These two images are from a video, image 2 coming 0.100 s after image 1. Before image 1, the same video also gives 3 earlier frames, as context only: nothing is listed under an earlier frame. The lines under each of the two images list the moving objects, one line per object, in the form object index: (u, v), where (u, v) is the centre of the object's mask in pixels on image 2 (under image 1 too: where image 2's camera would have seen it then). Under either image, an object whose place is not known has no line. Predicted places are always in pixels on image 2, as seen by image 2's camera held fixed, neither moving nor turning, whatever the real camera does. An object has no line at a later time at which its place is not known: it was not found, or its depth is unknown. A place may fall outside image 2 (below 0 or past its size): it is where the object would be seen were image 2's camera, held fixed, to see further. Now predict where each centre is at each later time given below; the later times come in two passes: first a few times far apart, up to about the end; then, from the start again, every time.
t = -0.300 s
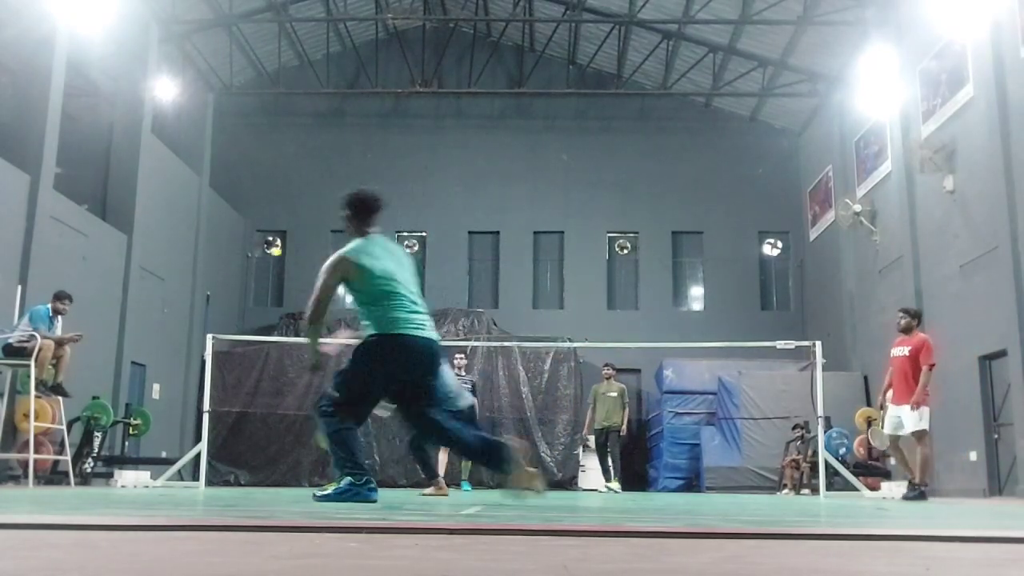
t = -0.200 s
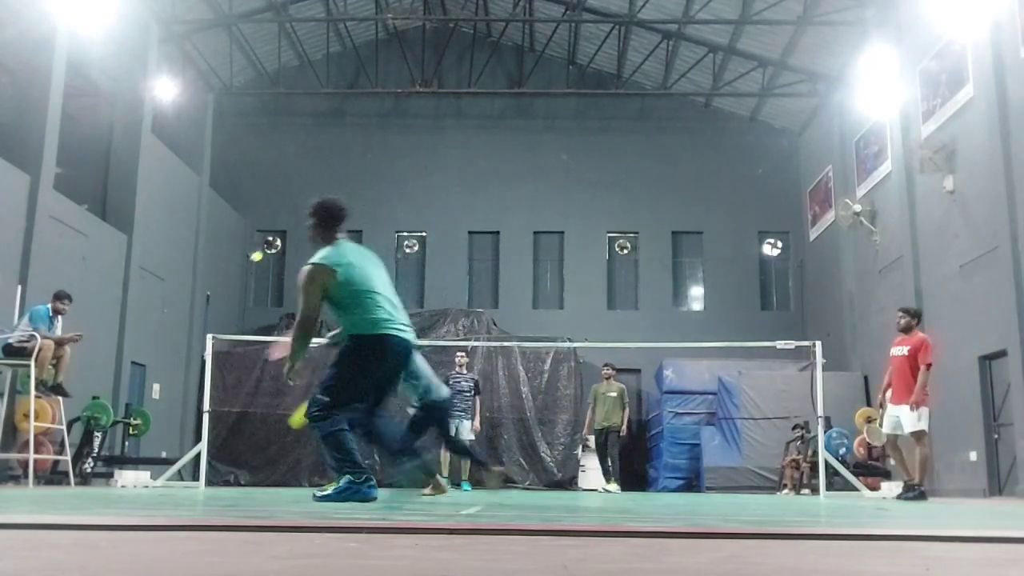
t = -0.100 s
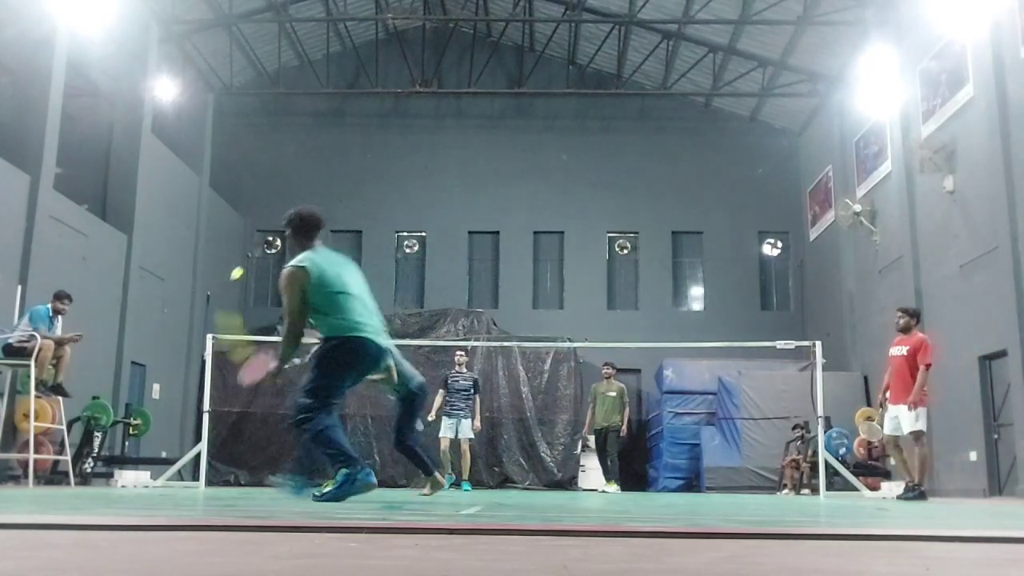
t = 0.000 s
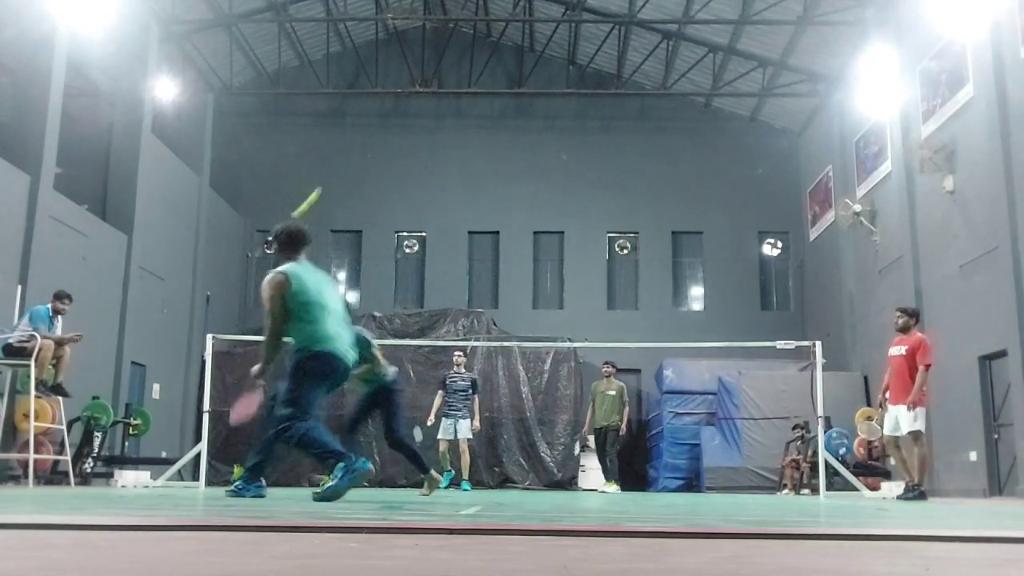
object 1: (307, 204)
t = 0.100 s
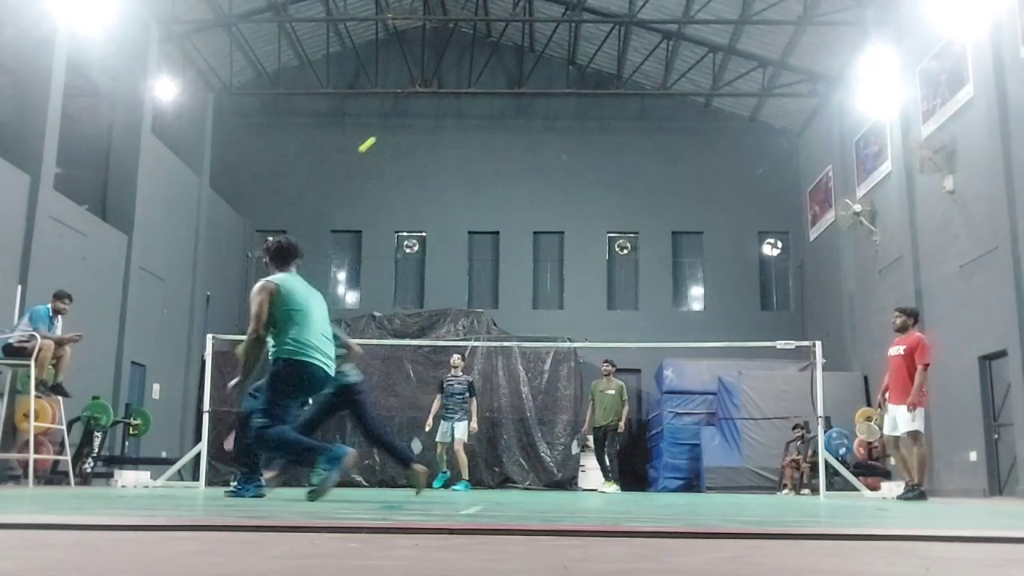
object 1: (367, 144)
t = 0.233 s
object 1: (411, 112)
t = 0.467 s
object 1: (454, 103)
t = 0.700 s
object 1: (481, 129)
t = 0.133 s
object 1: (381, 133)
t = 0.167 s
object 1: (393, 124)
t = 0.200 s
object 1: (403, 116)
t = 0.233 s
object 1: (411, 112)
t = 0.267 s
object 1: (420, 108)
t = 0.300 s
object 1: (427, 105)
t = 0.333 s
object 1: (433, 103)
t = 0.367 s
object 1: (439, 102)
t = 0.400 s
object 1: (445, 102)
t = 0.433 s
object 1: (450, 102)
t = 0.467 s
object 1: (454, 103)
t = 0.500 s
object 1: (459, 105)
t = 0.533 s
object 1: (463, 108)
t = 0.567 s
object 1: (467, 111)
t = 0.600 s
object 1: (471, 115)
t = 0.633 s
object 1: (474, 119)
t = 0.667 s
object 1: (478, 124)
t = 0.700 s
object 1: (481, 129)
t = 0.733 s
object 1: (484, 135)
